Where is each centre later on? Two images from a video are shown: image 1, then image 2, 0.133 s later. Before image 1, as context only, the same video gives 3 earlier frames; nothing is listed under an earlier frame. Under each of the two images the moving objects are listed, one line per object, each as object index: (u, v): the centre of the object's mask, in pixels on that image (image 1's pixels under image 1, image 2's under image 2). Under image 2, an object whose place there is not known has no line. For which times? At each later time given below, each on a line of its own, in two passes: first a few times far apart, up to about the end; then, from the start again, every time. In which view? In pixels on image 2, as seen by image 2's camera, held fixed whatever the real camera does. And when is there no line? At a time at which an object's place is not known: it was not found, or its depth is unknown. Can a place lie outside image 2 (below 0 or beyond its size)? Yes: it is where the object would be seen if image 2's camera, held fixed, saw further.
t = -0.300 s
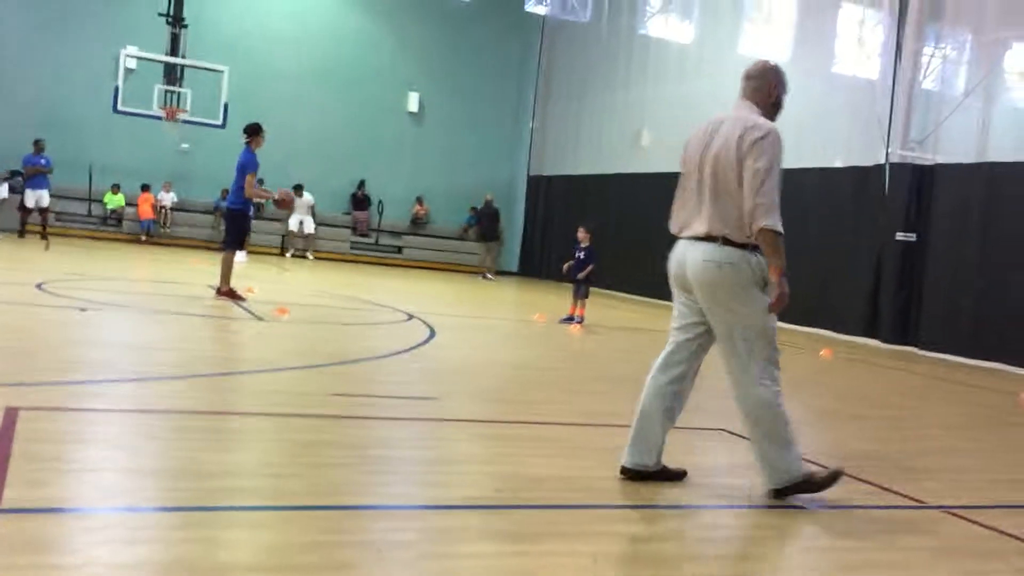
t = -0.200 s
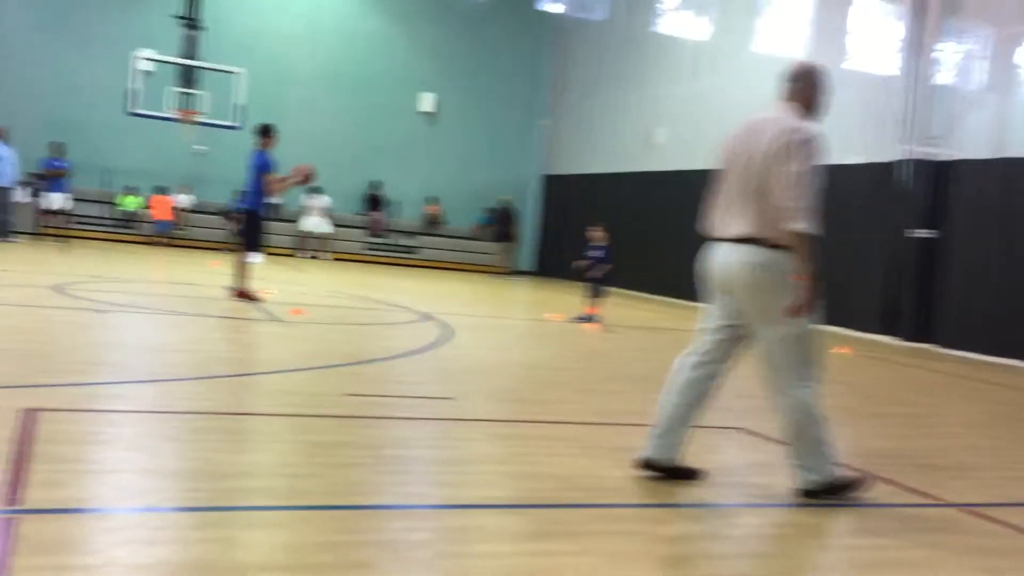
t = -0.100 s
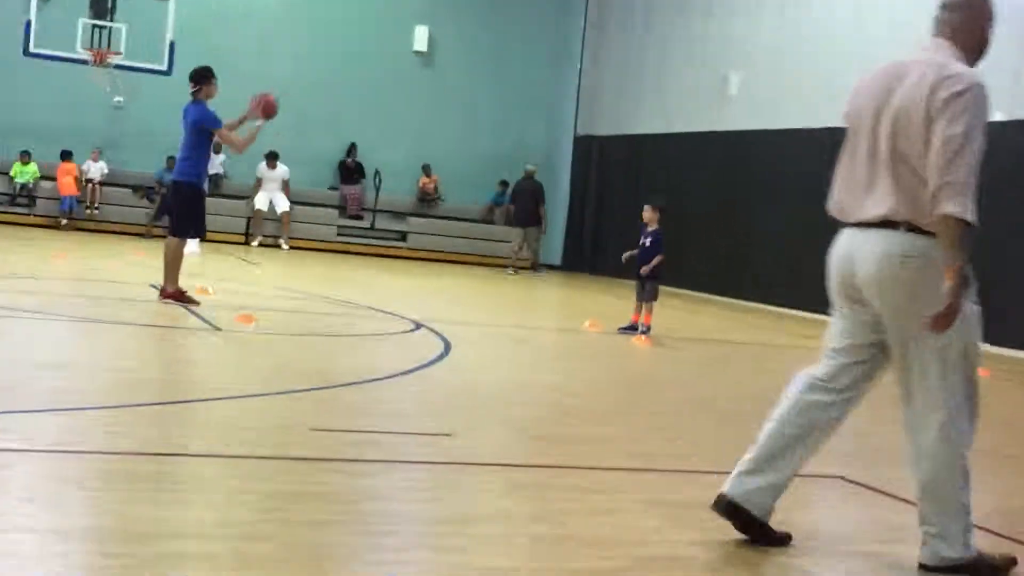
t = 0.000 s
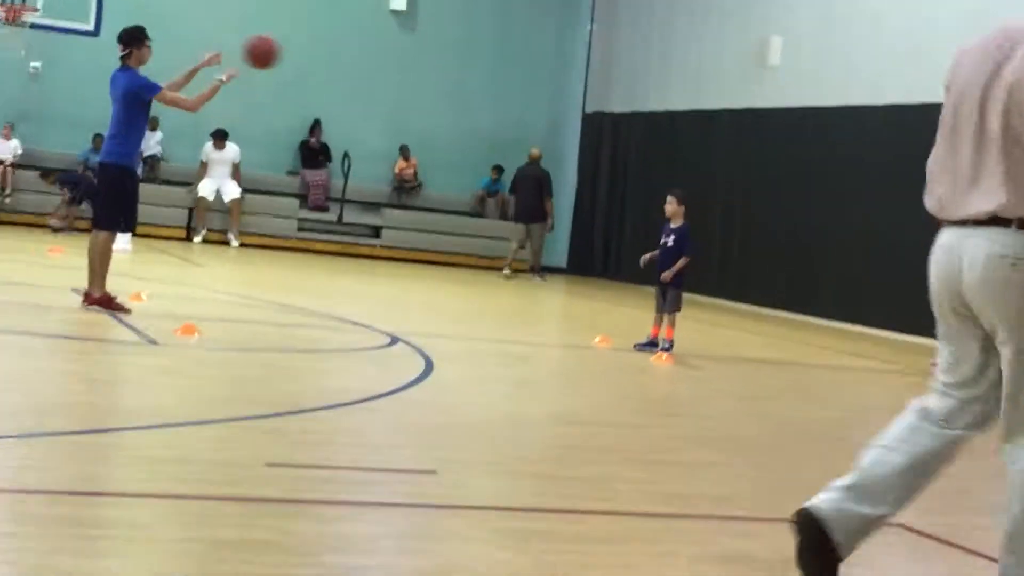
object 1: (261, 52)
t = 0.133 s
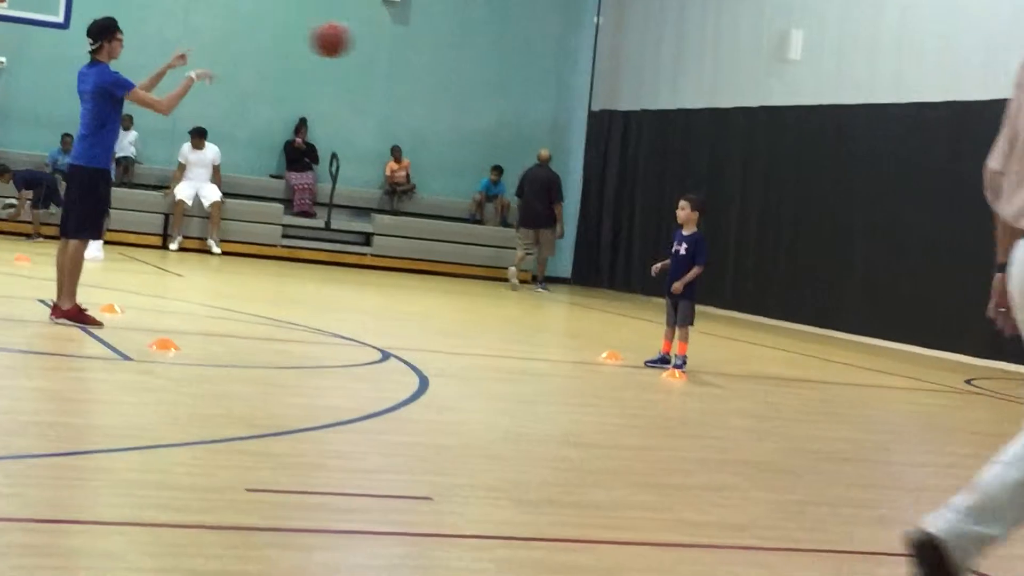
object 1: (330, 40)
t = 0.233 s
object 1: (395, 53)
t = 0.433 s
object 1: (508, 128)
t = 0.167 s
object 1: (353, 43)
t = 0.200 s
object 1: (372, 47)
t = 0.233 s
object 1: (395, 53)
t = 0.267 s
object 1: (415, 62)
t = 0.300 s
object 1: (434, 71)
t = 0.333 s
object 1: (452, 83)
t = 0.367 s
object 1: (471, 97)
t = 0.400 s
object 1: (489, 112)
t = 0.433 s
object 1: (508, 128)
